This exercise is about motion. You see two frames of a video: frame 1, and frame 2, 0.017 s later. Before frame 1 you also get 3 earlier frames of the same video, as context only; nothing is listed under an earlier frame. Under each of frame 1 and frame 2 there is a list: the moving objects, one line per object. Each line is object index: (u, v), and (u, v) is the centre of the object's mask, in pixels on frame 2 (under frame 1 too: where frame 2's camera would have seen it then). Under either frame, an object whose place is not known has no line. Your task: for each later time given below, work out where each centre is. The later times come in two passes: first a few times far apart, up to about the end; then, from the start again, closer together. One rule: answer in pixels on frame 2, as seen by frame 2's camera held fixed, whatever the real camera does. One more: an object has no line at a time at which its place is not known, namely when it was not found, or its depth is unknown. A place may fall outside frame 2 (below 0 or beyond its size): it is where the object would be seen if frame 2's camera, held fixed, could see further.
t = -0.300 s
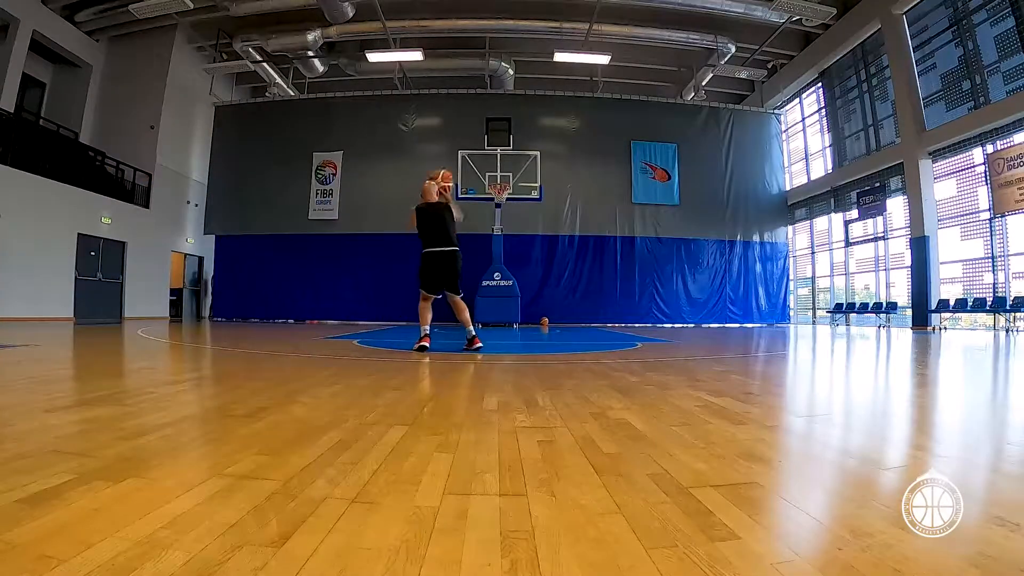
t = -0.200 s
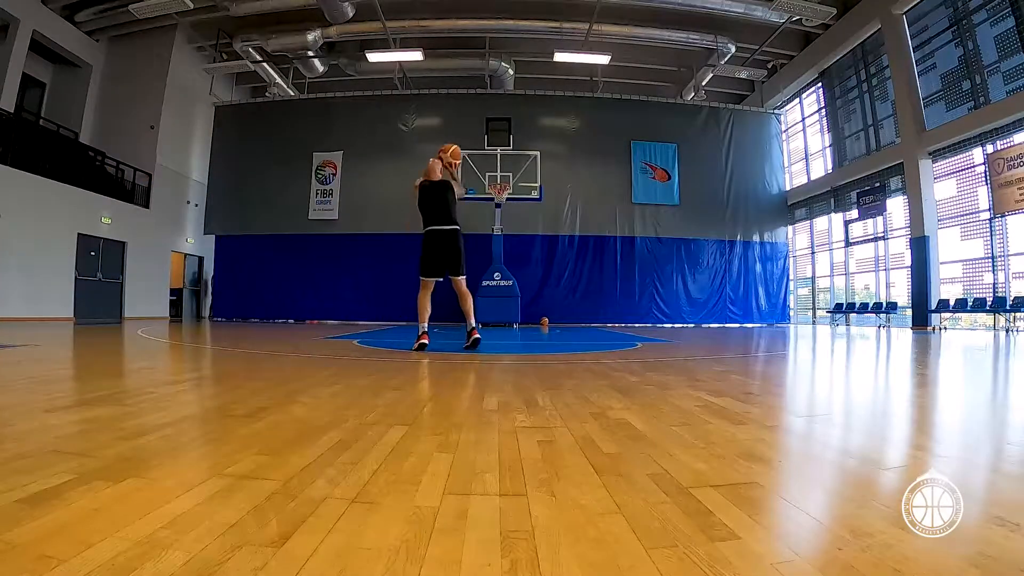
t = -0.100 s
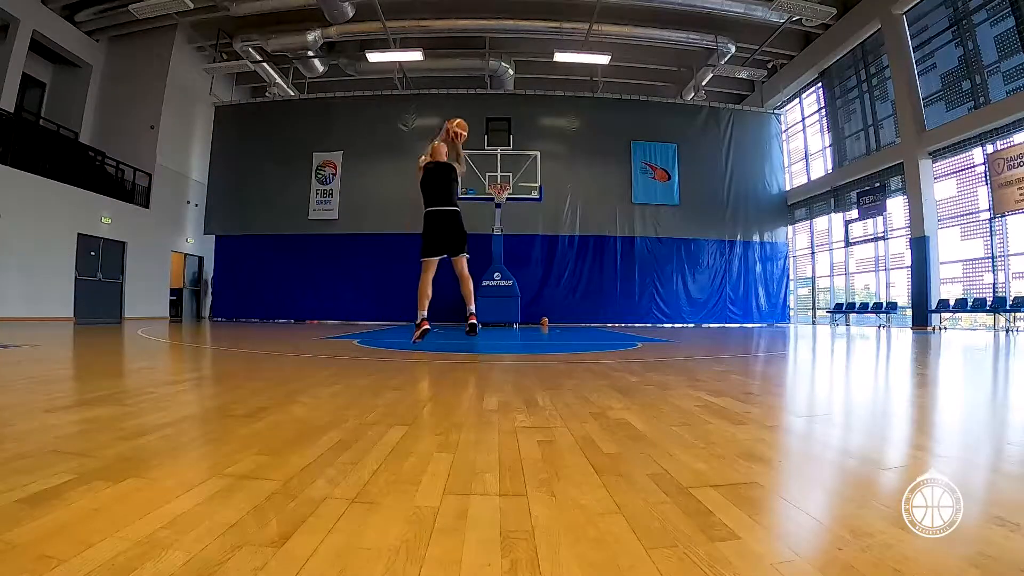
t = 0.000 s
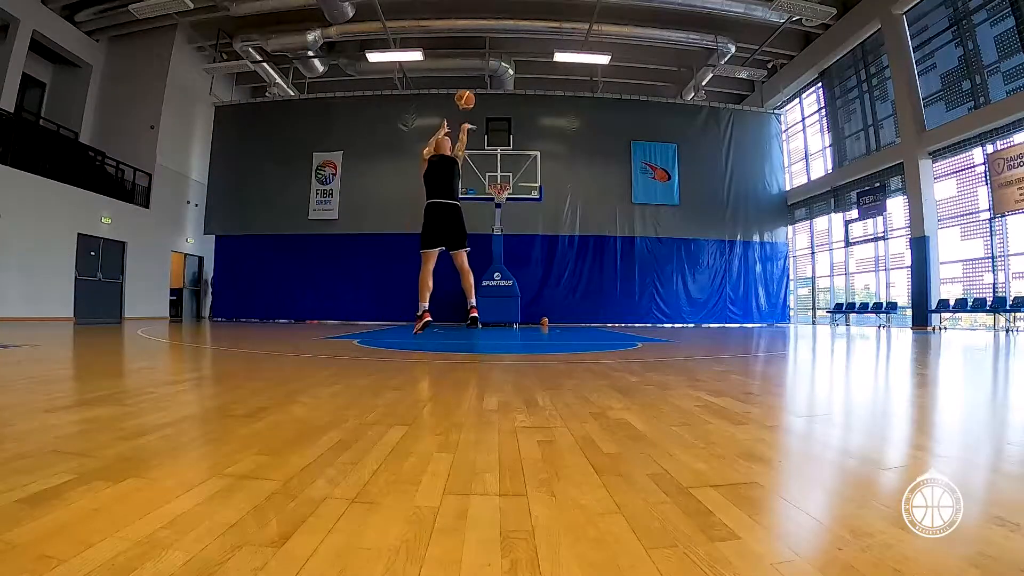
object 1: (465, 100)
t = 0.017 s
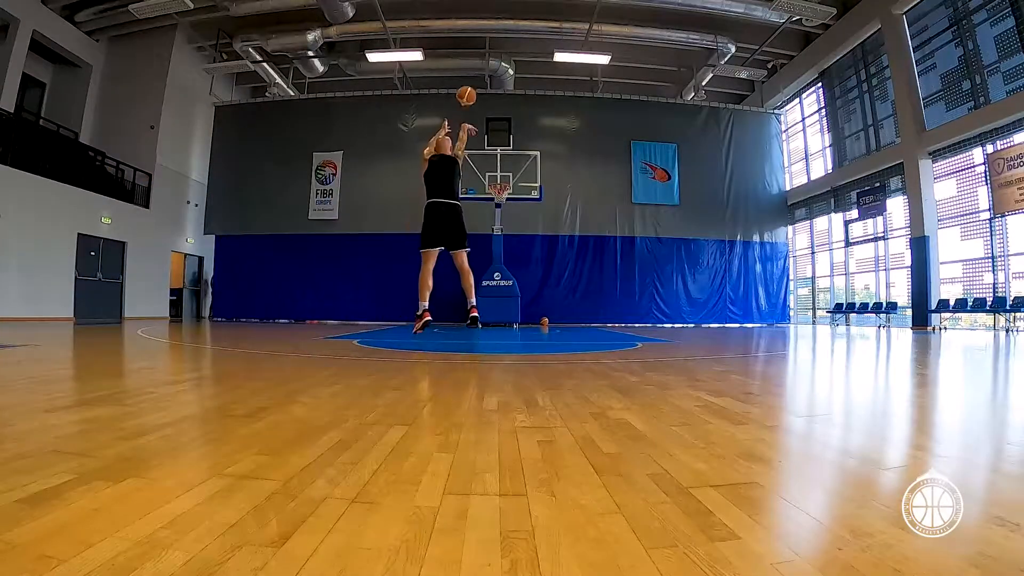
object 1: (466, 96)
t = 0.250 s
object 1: (480, 71)
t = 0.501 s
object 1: (491, 82)
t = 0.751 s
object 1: (498, 120)
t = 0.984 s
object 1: (503, 172)
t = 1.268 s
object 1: (496, 180)
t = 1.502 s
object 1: (483, 181)
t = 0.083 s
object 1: (471, 84)
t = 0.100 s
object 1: (472, 81)
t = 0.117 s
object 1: (473, 80)
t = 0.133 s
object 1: (474, 78)
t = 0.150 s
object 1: (475, 77)
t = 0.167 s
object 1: (476, 76)
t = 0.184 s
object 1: (477, 75)
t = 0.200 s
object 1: (478, 75)
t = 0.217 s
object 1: (479, 74)
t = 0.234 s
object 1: (480, 72)
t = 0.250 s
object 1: (480, 71)
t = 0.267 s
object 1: (481, 71)
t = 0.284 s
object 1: (482, 71)
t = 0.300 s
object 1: (483, 71)
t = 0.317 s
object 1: (483, 71)
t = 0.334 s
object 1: (484, 71)
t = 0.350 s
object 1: (485, 72)
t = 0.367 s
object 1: (485, 73)
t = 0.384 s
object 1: (486, 74)
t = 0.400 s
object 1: (487, 75)
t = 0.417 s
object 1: (488, 76)
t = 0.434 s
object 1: (489, 77)
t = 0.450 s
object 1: (489, 78)
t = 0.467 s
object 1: (490, 80)
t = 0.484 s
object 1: (490, 81)
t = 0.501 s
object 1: (491, 82)
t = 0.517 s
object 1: (491, 84)
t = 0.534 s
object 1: (492, 86)
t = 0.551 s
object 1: (492, 88)
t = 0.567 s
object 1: (492, 91)
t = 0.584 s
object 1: (493, 93)
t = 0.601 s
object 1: (493, 95)
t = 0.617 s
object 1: (494, 98)
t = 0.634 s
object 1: (495, 100)
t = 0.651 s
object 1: (495, 103)
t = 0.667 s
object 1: (495, 105)
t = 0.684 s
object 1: (496, 108)
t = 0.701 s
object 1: (496, 110)
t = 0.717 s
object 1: (497, 114)
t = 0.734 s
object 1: (497, 117)
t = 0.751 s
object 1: (498, 120)
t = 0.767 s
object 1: (498, 123)
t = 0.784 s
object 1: (498, 126)
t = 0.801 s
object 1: (498, 130)
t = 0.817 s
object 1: (499, 133)
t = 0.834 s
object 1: (500, 137)
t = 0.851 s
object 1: (500, 140)
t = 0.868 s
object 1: (500, 144)
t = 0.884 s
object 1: (500, 148)
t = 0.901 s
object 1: (500, 152)
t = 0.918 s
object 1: (500, 156)
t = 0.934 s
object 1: (502, 159)
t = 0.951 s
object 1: (502, 163)
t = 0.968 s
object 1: (502, 167)
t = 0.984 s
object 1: (503, 172)
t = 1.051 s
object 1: (502, 182)
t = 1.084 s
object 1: (494, 182)
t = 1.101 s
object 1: (495, 182)
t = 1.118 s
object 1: (497, 182)
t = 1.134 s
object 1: (499, 182)
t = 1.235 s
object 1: (498, 180)
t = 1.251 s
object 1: (497, 180)
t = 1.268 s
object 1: (496, 180)
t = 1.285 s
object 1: (495, 181)
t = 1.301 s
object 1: (495, 182)
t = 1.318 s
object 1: (494, 181)
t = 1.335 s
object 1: (492, 181)
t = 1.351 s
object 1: (491, 181)
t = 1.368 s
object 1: (490, 181)
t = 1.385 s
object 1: (490, 181)
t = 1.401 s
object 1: (489, 181)
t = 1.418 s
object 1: (488, 181)
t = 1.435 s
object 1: (487, 181)
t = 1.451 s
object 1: (486, 181)
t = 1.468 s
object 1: (485, 181)
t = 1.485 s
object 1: (484, 181)
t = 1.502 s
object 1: (483, 181)
